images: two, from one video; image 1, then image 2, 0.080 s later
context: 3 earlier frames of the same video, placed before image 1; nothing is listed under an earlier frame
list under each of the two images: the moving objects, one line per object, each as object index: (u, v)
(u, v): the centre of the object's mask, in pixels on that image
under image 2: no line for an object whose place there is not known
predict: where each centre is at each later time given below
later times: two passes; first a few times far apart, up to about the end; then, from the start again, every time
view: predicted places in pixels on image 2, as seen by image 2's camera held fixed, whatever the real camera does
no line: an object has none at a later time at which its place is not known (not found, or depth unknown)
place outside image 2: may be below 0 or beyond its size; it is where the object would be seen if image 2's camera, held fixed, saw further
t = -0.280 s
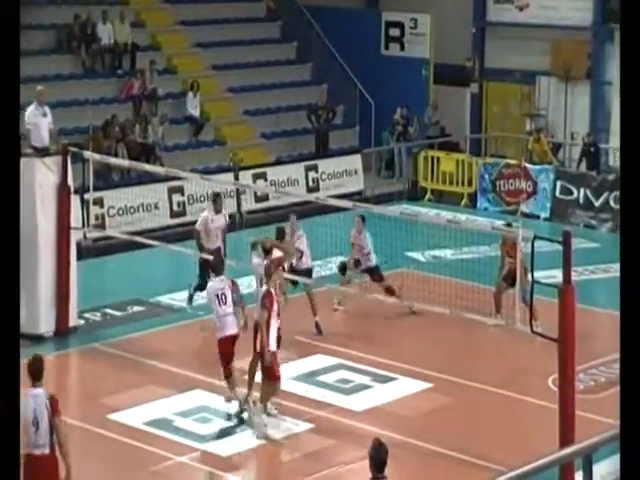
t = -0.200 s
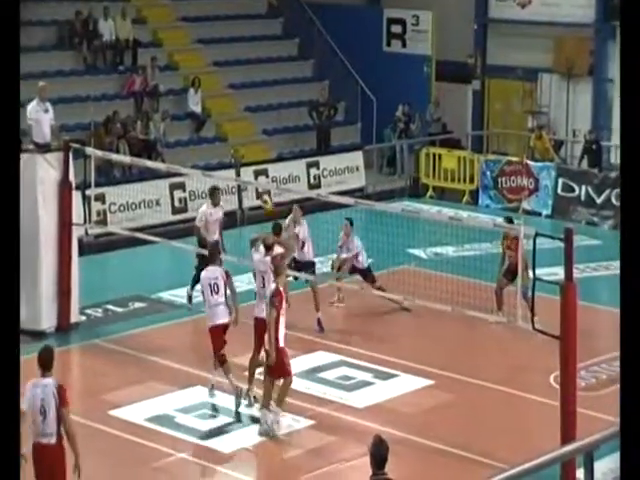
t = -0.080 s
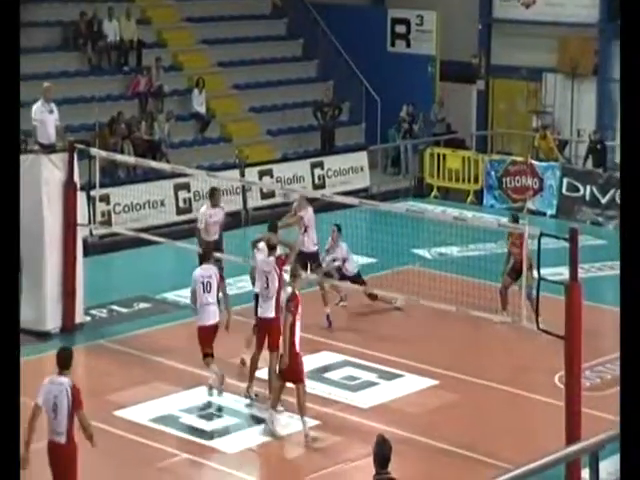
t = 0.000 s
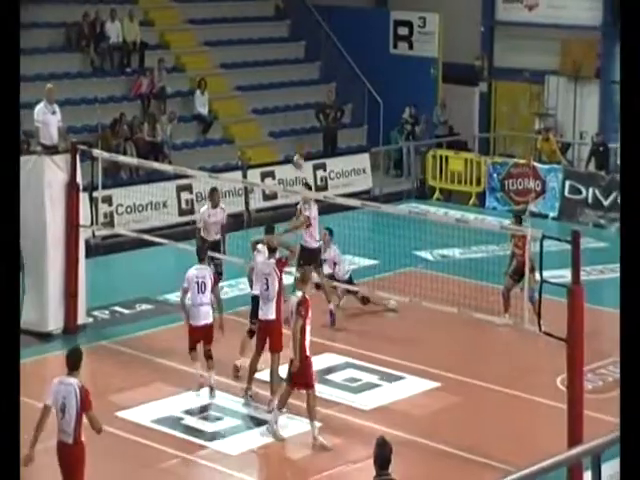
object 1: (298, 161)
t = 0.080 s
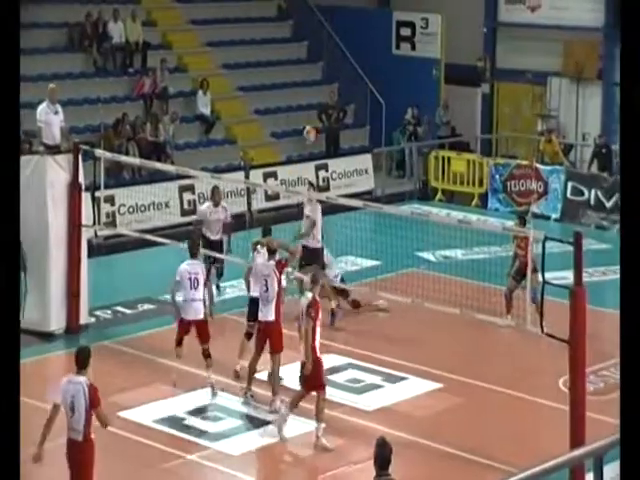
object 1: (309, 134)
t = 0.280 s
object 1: (332, 83)
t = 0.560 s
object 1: (362, 61)
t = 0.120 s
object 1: (313, 120)
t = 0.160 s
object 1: (318, 110)
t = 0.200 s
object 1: (324, 99)
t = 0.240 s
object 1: (328, 89)
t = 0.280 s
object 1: (332, 83)
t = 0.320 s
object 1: (336, 76)
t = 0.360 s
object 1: (340, 70)
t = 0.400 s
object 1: (345, 66)
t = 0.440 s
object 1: (350, 63)
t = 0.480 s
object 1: (354, 61)
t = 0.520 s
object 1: (358, 60)
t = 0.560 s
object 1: (362, 61)
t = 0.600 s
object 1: (367, 63)
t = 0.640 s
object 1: (372, 66)
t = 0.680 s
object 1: (376, 71)
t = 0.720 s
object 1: (381, 77)
